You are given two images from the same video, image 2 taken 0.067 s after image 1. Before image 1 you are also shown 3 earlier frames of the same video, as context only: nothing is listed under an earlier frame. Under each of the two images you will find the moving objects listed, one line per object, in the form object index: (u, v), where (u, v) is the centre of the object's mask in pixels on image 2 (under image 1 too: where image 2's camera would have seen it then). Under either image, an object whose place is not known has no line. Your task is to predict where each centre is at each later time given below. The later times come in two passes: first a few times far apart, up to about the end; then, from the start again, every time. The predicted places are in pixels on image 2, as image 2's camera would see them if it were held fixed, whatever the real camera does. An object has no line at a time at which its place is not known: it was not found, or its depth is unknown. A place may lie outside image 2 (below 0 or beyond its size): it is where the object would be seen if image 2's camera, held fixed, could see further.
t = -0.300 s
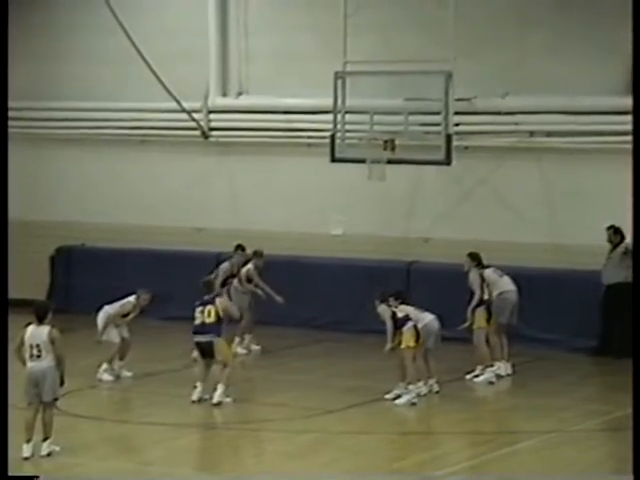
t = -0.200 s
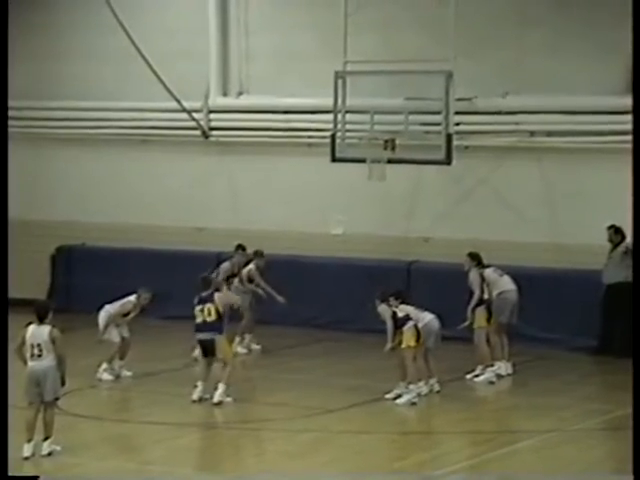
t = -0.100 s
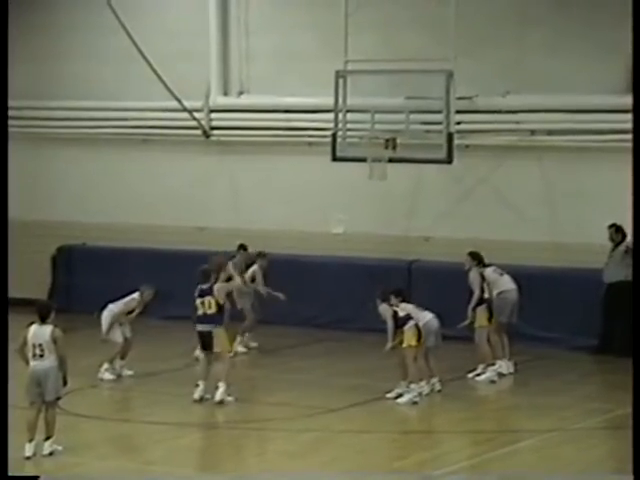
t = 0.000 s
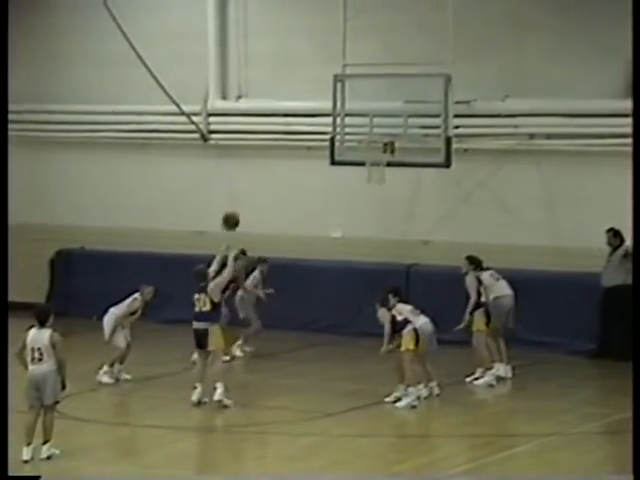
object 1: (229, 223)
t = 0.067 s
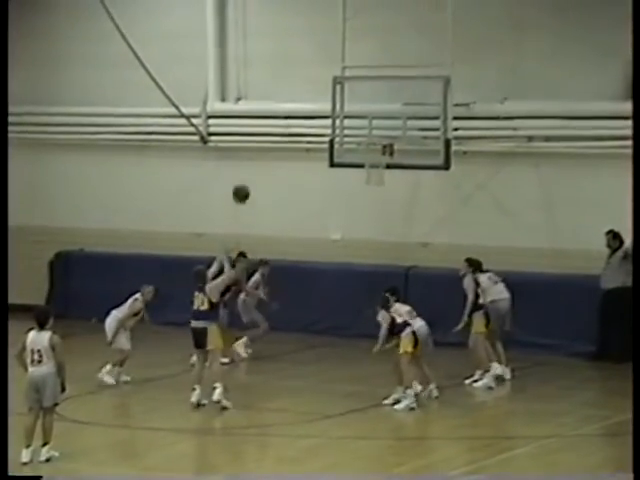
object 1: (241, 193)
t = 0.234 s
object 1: (267, 136)
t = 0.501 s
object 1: (306, 95)
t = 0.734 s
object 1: (338, 103)
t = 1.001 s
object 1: (367, 130)
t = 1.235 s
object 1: (373, 135)
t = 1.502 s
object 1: (366, 139)
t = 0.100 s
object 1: (246, 180)
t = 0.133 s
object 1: (251, 168)
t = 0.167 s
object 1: (257, 158)
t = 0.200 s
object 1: (262, 146)
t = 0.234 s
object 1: (267, 136)
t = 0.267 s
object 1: (272, 128)
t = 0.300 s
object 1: (278, 120)
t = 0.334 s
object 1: (282, 114)
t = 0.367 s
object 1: (287, 109)
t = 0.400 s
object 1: (292, 103)
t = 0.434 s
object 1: (297, 99)
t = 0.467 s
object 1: (302, 96)
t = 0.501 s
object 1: (306, 95)
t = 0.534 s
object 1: (311, 94)
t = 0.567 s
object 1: (315, 93)
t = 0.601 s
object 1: (320, 94)
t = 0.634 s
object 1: (325, 94)
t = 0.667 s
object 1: (329, 96)
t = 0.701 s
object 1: (334, 100)
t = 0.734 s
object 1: (338, 103)
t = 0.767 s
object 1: (342, 108)
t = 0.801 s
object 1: (347, 113)
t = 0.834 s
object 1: (351, 119)
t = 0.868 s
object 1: (355, 126)
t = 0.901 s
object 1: (359, 134)
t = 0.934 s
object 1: (362, 135)
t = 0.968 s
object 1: (364, 132)
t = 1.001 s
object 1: (367, 130)
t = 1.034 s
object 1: (368, 129)
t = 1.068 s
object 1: (370, 128)
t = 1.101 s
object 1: (372, 128)
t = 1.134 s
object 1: (373, 129)
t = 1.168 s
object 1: (375, 131)
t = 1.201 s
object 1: (375, 133)
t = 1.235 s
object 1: (373, 135)
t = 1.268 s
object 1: (372, 134)
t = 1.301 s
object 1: (371, 133)
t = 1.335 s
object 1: (370, 133)
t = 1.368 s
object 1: (368, 134)
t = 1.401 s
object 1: (367, 136)
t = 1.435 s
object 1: (366, 137)
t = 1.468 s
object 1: (366, 139)
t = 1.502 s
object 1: (366, 139)
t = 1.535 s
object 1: (367, 141)
